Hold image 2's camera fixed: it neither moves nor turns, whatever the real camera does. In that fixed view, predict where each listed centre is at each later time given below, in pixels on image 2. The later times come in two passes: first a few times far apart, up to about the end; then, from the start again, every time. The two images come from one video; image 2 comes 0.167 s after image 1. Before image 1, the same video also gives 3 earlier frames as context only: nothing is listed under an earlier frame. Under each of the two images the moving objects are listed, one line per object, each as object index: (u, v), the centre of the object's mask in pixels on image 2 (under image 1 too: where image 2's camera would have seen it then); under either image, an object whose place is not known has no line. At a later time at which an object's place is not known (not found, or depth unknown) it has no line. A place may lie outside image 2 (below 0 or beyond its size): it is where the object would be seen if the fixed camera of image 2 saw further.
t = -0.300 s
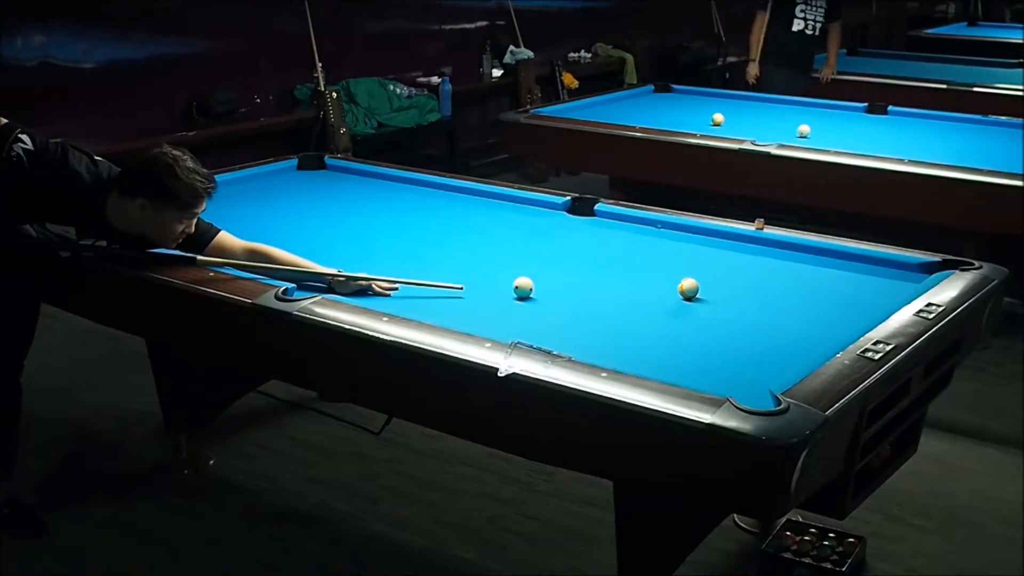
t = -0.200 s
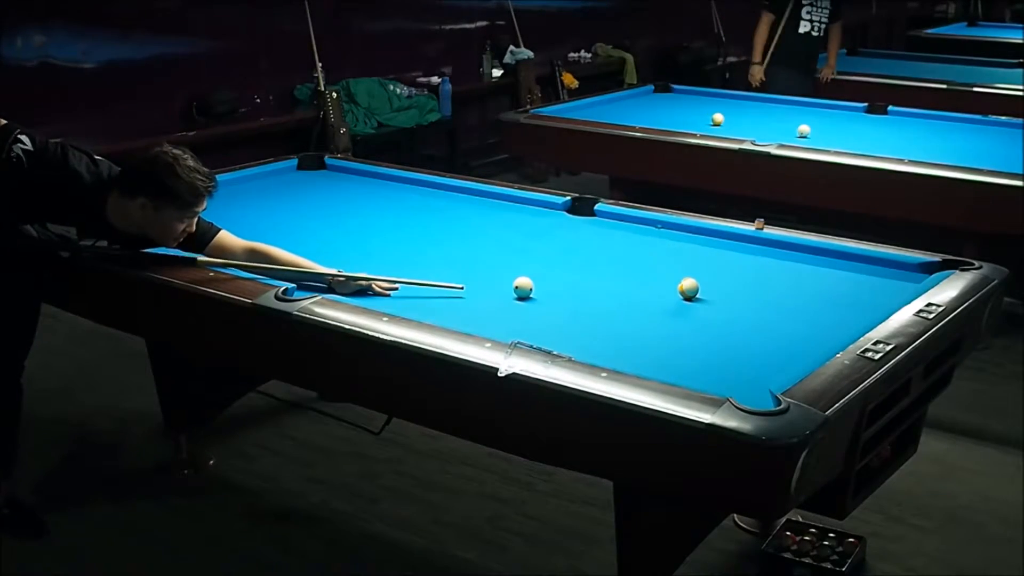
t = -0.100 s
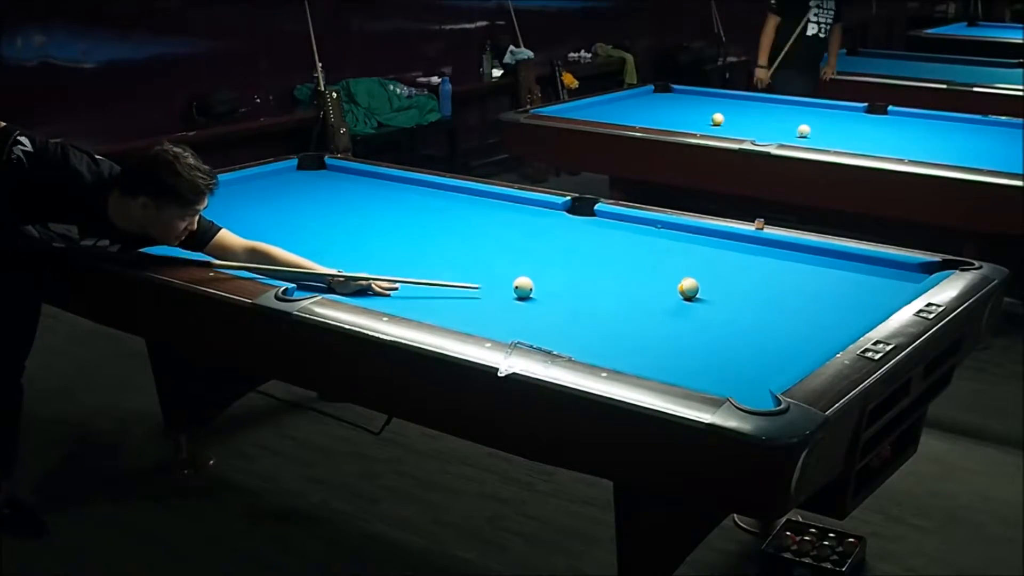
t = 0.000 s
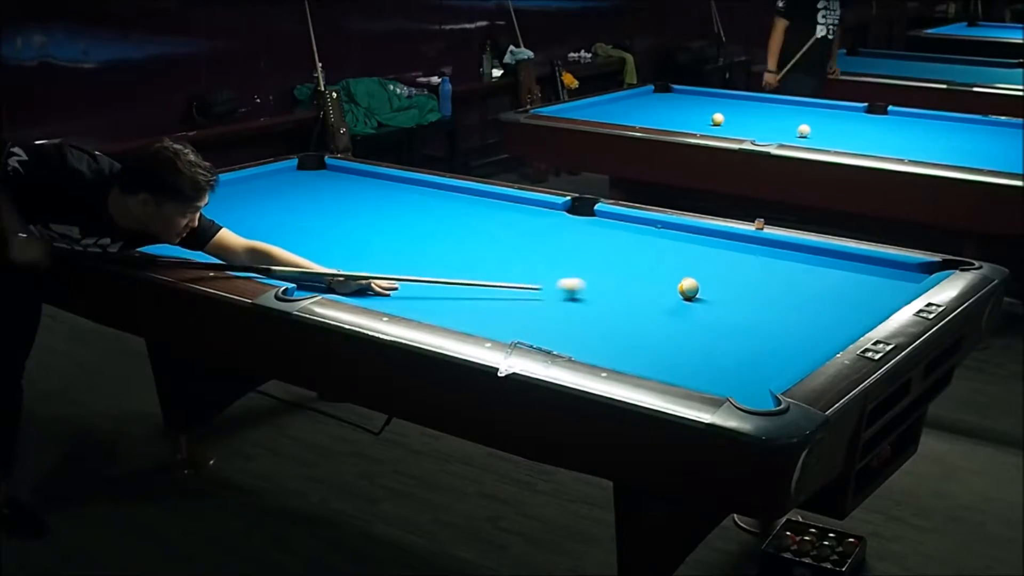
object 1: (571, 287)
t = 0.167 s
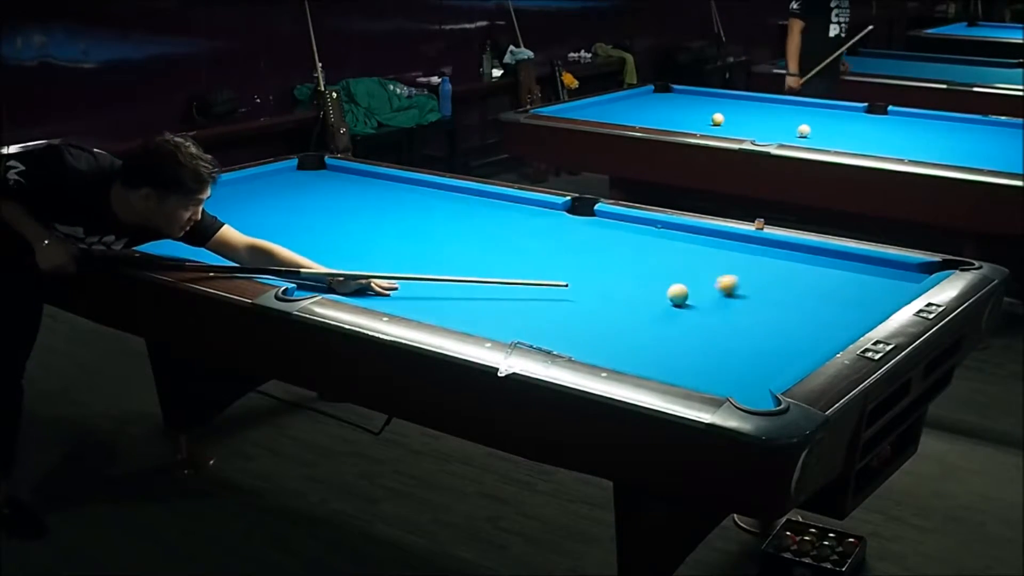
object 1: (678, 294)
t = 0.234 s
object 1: (687, 299)
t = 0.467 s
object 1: (721, 313)
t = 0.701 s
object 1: (756, 328)
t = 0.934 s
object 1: (793, 343)
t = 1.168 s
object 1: (793, 350)
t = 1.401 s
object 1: (756, 349)
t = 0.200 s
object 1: (683, 297)
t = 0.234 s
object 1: (687, 299)
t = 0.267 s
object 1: (692, 301)
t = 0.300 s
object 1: (697, 303)
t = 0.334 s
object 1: (702, 305)
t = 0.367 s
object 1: (707, 307)
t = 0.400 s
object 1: (711, 309)
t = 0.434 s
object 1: (716, 311)
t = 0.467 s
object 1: (721, 313)
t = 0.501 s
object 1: (726, 315)
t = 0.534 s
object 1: (731, 317)
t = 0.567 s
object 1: (736, 319)
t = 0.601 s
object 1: (741, 321)
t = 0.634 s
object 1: (746, 323)
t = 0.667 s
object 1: (752, 326)
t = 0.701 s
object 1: (756, 328)
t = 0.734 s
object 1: (762, 330)
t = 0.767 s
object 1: (767, 332)
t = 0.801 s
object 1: (772, 334)
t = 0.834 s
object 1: (777, 336)
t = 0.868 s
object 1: (782, 339)
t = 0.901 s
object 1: (787, 341)
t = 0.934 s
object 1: (793, 343)
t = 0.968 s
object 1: (798, 345)
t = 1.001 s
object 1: (803, 347)
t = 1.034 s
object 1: (808, 348)
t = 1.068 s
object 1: (809, 348)
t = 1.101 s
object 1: (804, 350)
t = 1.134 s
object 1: (799, 351)
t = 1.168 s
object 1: (793, 350)
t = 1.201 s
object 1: (788, 350)
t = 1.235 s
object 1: (782, 350)
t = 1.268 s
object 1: (777, 350)
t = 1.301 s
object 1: (771, 350)
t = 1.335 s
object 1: (766, 350)
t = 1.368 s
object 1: (761, 350)
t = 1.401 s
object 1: (756, 349)
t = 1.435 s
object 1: (750, 349)
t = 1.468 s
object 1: (745, 349)
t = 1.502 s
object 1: (740, 349)
